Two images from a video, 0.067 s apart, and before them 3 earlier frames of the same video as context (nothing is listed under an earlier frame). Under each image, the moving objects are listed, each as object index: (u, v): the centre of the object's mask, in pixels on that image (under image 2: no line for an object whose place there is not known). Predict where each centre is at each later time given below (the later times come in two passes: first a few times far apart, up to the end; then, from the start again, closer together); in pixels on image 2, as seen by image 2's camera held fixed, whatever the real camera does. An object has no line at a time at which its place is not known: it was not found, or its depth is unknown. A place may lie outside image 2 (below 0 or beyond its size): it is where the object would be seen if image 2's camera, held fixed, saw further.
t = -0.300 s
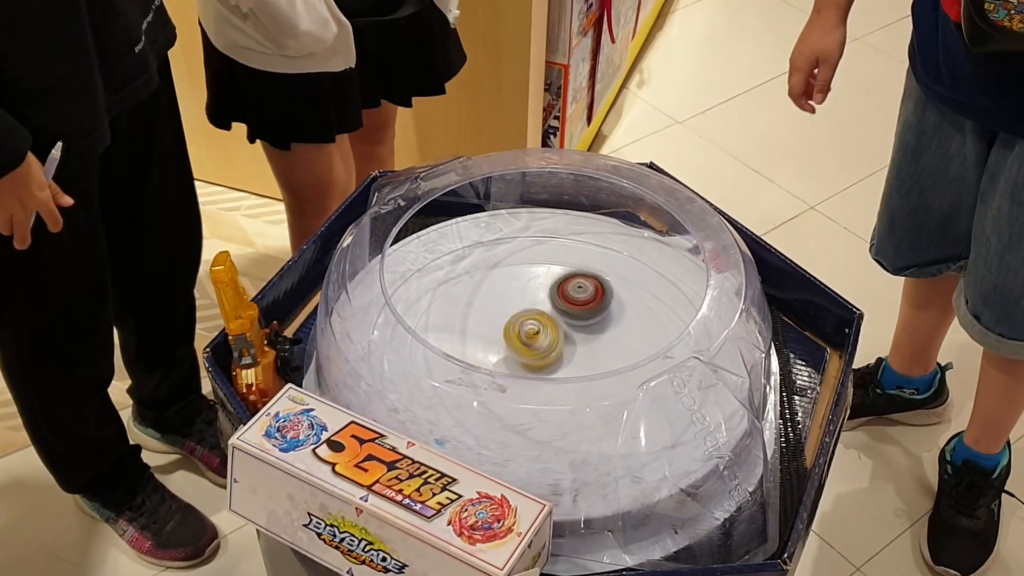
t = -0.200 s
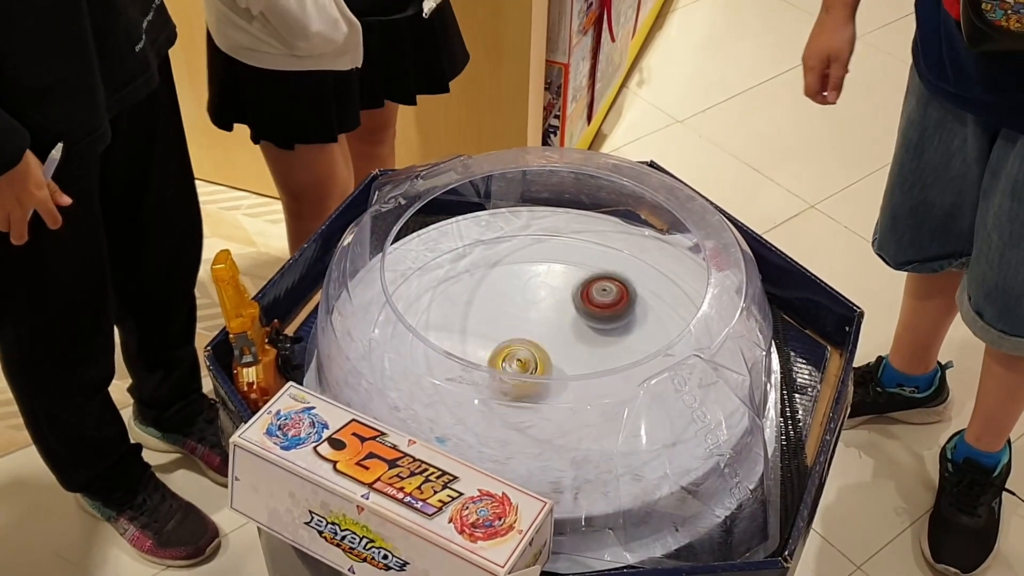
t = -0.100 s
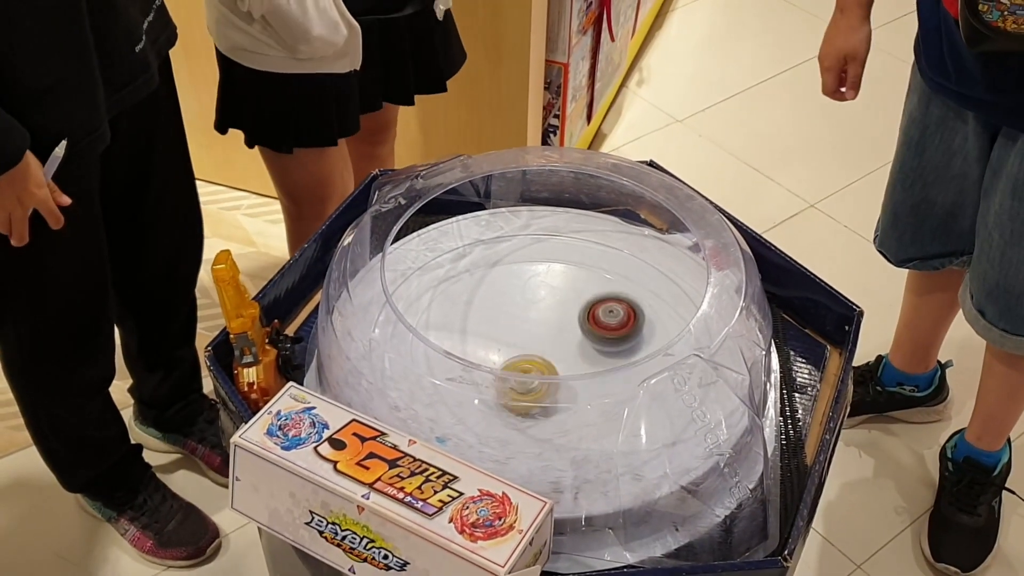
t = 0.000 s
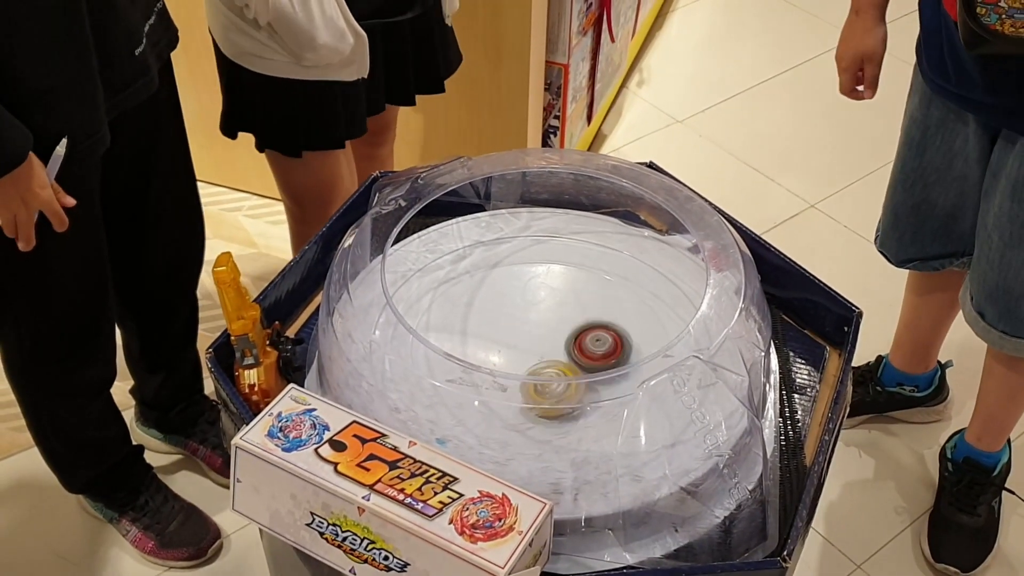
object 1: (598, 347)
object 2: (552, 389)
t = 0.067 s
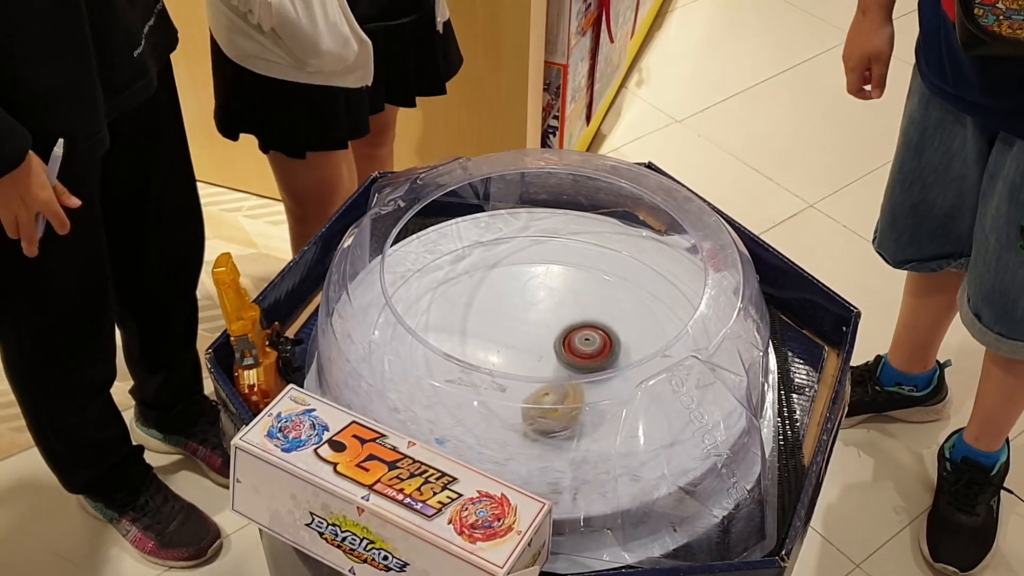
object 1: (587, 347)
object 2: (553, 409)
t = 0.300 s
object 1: (515, 341)
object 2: (552, 441)
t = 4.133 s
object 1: (631, 272)
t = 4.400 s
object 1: (697, 315)
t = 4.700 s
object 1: (636, 371)
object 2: (512, 339)
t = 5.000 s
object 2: (546, 320)
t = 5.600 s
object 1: (630, 334)
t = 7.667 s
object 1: (574, 283)
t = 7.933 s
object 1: (619, 309)
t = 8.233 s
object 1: (584, 357)
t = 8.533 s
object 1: (547, 356)
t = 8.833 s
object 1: (572, 352)
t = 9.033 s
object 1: (579, 346)
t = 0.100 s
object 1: (579, 346)
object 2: (555, 417)
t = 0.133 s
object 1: (570, 346)
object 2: (555, 422)
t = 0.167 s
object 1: (558, 347)
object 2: (557, 428)
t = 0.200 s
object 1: (547, 347)
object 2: (559, 430)
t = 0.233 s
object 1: (535, 345)
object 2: (558, 434)
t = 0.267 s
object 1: (524, 345)
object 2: (556, 438)
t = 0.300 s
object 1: (515, 341)
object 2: (552, 441)
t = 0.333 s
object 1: (507, 338)
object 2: (545, 445)
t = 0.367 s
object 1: (502, 333)
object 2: (537, 450)
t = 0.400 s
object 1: (500, 329)
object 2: (528, 452)
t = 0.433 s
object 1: (499, 324)
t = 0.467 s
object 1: (501, 319)
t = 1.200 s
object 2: (411, 334)
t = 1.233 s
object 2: (405, 325)
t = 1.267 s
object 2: (402, 318)
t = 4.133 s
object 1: (631, 272)
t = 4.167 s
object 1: (646, 277)
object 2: (538, 375)
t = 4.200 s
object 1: (659, 281)
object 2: (533, 376)
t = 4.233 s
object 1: (671, 285)
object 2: (531, 368)
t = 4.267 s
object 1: (676, 288)
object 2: (526, 368)
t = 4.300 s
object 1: (680, 291)
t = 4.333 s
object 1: (683, 294)
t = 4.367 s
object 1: (693, 302)
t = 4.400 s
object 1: (697, 315)
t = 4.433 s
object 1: (697, 322)
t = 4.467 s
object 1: (695, 330)
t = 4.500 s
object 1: (693, 337)
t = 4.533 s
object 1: (688, 344)
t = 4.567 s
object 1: (679, 342)
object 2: (506, 354)
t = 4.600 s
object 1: (673, 355)
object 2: (507, 350)
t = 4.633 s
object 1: (663, 362)
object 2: (508, 347)
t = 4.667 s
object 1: (649, 366)
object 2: (510, 342)
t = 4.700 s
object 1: (636, 371)
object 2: (512, 339)
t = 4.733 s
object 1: (615, 379)
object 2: (514, 334)
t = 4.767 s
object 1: (597, 390)
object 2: (517, 329)
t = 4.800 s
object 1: (576, 394)
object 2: (520, 326)
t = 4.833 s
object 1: (552, 393)
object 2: (524, 324)
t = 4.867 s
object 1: (529, 391)
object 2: (528, 321)
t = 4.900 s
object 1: (509, 382)
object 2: (533, 320)
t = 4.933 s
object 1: (497, 362)
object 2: (537, 320)
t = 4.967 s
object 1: (481, 354)
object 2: (542, 320)
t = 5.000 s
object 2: (546, 320)
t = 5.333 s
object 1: (540, 255)
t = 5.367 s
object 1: (557, 255)
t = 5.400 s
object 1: (575, 261)
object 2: (580, 352)
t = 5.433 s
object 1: (590, 269)
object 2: (579, 354)
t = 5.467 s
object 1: (605, 277)
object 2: (576, 357)
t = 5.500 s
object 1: (616, 289)
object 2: (572, 359)
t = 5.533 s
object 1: (625, 303)
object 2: (569, 360)
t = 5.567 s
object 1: (631, 319)
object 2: (565, 363)
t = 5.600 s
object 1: (630, 334)
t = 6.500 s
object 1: (565, 282)
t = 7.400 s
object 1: (496, 282)
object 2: (568, 438)
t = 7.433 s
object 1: (503, 276)
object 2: (564, 435)
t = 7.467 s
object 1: (511, 271)
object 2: (559, 432)
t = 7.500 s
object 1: (519, 267)
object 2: (557, 429)
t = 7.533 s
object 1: (530, 264)
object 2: (555, 424)
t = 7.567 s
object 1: (543, 264)
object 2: (555, 419)
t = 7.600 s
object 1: (555, 268)
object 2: (555, 413)
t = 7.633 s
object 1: (565, 275)
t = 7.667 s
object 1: (574, 283)
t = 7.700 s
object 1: (582, 296)
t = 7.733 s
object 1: (586, 309)
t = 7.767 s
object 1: (589, 322)
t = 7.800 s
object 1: (598, 320)
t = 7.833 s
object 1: (607, 312)
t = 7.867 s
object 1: (613, 308)
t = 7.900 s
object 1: (617, 307)
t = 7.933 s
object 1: (619, 309)
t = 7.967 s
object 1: (619, 314)
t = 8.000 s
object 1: (617, 321)
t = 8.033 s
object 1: (613, 331)
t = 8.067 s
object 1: (608, 338)
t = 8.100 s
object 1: (599, 347)
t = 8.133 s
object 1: (587, 354)
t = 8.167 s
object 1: (574, 359)
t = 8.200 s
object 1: (573, 357)
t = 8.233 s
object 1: (584, 357)
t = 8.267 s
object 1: (590, 357)
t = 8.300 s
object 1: (593, 355)
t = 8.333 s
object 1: (594, 354)
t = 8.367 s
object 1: (589, 355)
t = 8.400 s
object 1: (585, 355)
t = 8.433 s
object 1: (575, 357)
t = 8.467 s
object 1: (565, 358)
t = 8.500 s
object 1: (555, 357)
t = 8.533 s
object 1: (547, 356)
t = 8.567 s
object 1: (555, 355)
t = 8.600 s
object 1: (560, 352)
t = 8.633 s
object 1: (565, 352)
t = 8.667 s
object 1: (570, 349)
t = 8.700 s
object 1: (573, 350)
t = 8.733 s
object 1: (577, 348)
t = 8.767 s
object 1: (576, 350)
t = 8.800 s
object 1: (578, 351)
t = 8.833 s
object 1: (572, 352)
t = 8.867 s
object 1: (572, 352)
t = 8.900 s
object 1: (576, 349)
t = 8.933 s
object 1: (577, 348)
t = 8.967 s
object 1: (580, 345)
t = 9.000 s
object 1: (581, 346)
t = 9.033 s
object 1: (579, 346)
